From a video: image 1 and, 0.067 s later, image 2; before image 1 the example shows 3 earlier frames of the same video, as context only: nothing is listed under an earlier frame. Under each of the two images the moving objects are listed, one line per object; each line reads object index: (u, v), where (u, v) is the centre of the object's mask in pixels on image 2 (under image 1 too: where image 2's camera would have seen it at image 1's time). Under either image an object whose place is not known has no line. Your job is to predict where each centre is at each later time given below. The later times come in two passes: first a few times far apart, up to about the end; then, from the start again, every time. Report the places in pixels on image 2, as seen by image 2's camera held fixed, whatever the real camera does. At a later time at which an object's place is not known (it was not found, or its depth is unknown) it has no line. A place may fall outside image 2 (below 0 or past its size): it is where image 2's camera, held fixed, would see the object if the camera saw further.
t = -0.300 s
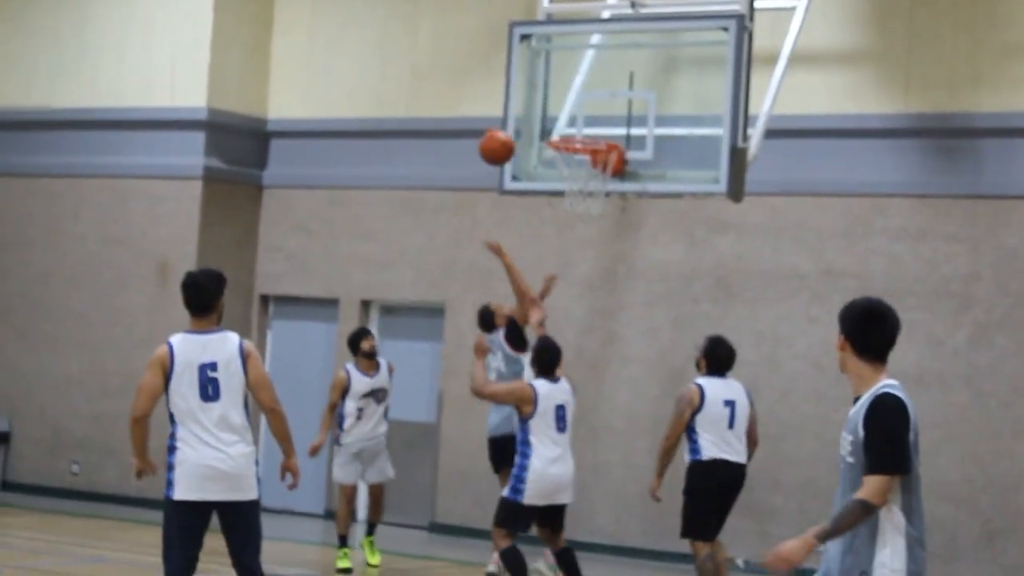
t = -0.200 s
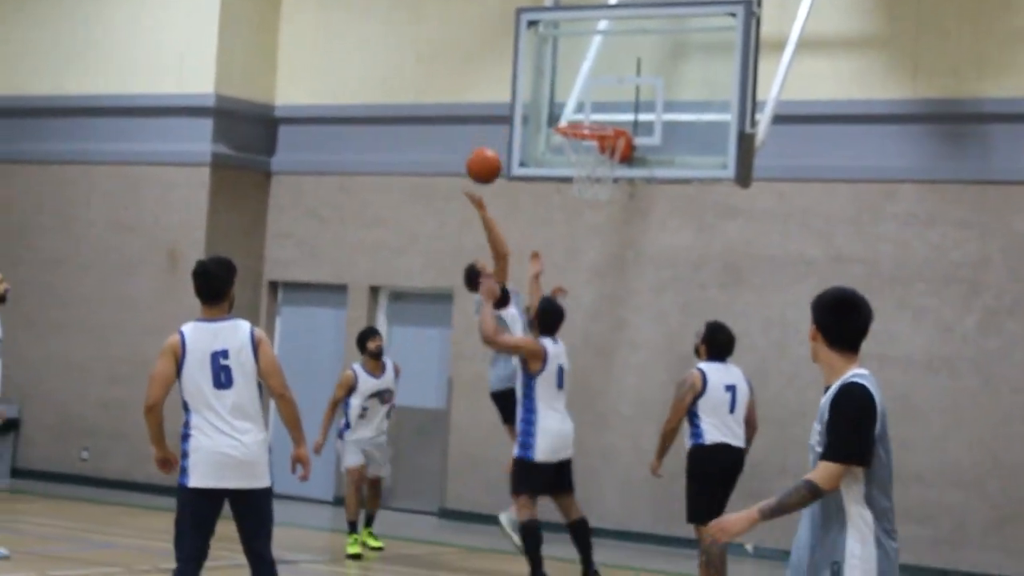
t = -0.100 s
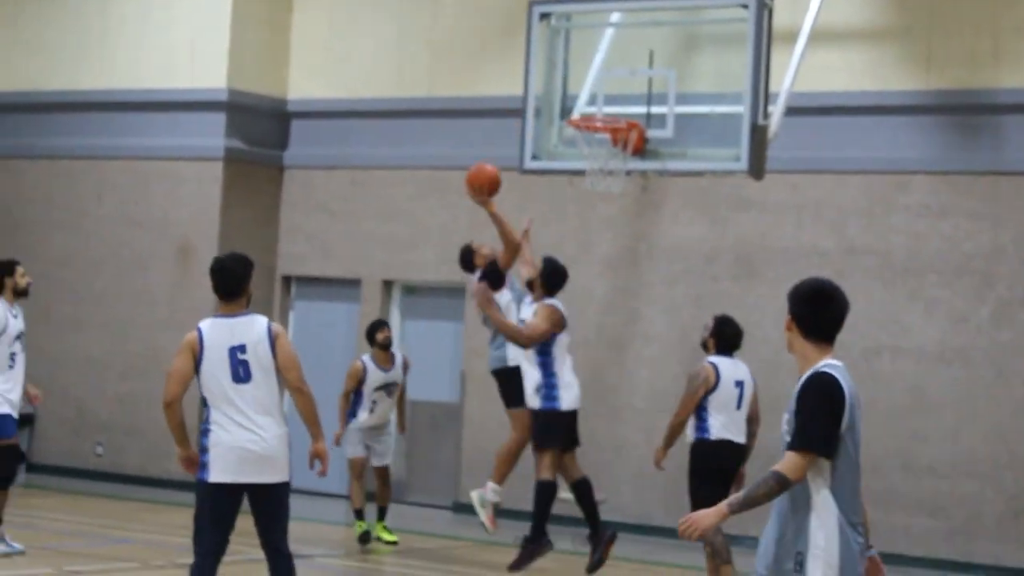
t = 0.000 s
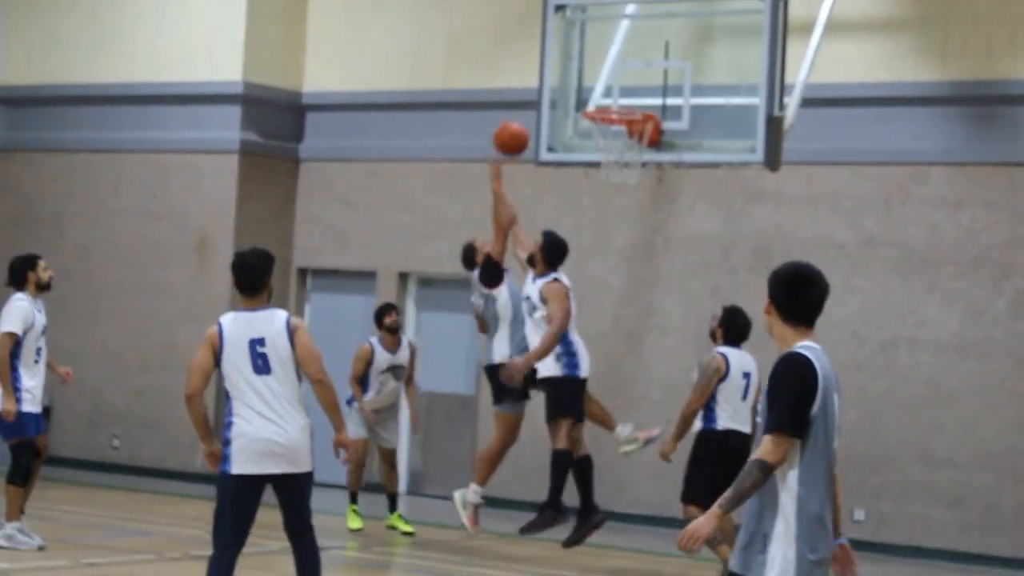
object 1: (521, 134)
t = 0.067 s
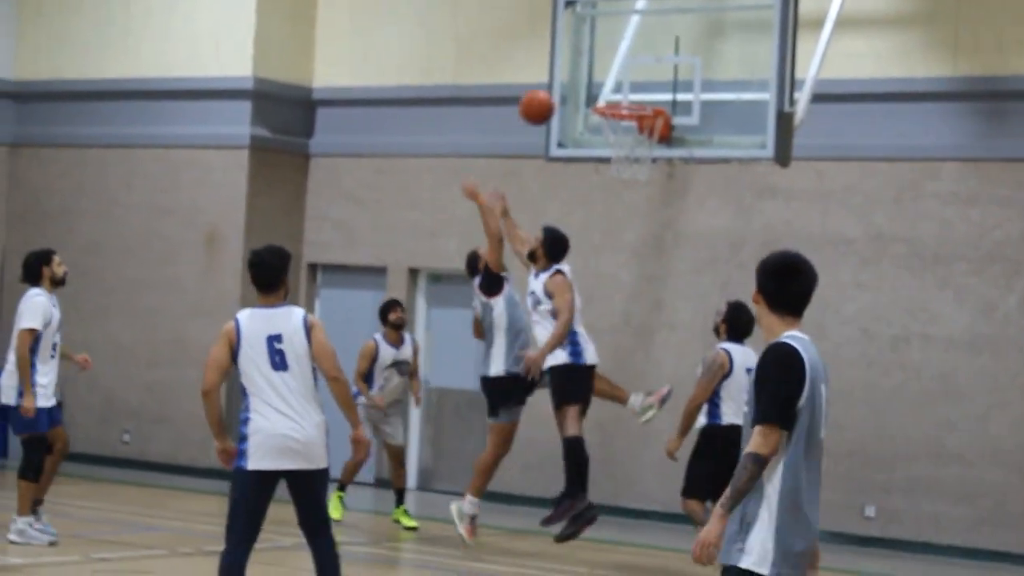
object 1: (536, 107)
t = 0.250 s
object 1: (580, 67)
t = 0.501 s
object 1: (631, 89)
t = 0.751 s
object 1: (624, 91)
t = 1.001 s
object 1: (618, 92)
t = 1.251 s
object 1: (616, 107)
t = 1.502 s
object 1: (619, 181)
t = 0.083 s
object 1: (541, 101)
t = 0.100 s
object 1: (546, 96)
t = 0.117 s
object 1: (549, 91)
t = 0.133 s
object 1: (553, 87)
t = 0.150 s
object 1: (557, 83)
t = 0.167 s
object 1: (560, 80)
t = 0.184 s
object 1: (564, 76)
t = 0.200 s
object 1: (568, 73)
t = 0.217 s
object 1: (572, 70)
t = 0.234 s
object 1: (576, 68)
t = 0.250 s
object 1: (580, 67)
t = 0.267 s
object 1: (583, 66)
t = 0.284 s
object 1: (587, 65)
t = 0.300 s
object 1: (590, 63)
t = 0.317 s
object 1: (593, 63)
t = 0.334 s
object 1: (597, 65)
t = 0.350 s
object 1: (600, 65)
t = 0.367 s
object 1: (605, 66)
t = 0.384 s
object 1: (607, 68)
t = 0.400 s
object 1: (611, 70)
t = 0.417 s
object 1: (614, 72)
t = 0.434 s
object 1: (618, 75)
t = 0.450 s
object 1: (621, 78)
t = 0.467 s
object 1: (624, 81)
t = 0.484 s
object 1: (628, 86)
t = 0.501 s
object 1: (631, 89)
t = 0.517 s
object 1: (634, 92)
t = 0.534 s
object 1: (636, 94)
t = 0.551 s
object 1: (636, 93)
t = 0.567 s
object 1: (635, 92)
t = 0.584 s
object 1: (633, 92)
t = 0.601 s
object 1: (632, 91)
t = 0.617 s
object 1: (631, 91)
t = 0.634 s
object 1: (629, 91)
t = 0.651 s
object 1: (628, 91)
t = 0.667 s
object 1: (626, 92)
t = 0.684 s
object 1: (625, 92)
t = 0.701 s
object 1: (625, 92)
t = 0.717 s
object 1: (624, 92)
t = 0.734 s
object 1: (624, 92)
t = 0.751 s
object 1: (624, 91)
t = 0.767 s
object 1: (623, 91)
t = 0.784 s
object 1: (623, 92)
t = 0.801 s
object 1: (622, 92)
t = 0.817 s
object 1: (622, 93)
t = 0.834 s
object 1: (621, 92)
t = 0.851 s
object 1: (621, 91)
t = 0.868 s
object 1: (621, 92)
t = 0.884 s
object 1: (620, 92)
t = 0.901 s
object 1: (620, 92)
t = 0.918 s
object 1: (619, 92)
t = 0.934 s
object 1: (619, 92)
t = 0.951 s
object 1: (619, 92)
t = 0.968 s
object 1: (618, 92)
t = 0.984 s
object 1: (618, 92)
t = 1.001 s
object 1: (618, 92)
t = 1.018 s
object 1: (618, 92)
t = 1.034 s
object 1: (618, 92)
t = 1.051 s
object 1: (617, 92)
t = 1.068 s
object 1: (617, 92)
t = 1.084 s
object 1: (617, 93)
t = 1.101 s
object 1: (617, 93)
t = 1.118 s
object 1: (616, 93)
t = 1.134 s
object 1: (617, 93)
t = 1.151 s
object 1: (616, 94)
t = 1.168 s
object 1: (616, 94)
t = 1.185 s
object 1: (616, 94)
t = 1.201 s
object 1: (617, 94)
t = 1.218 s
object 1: (618, 95)
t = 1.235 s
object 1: (616, 101)
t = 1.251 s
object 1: (616, 107)
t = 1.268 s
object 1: (616, 110)
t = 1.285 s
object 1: (616, 113)
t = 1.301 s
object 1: (616, 117)
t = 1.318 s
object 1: (615, 120)
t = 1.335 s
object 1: (616, 127)
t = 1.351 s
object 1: (617, 131)
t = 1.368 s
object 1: (616, 135)
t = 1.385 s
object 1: (616, 141)
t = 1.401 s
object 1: (616, 145)
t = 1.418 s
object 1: (617, 150)
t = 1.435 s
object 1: (617, 155)
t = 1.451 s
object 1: (617, 159)
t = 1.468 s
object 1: (618, 164)
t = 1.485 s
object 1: (619, 169)
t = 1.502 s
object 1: (619, 181)
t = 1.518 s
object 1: (620, 181)
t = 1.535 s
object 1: (621, 188)
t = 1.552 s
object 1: (621, 194)
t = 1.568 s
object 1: (622, 201)
